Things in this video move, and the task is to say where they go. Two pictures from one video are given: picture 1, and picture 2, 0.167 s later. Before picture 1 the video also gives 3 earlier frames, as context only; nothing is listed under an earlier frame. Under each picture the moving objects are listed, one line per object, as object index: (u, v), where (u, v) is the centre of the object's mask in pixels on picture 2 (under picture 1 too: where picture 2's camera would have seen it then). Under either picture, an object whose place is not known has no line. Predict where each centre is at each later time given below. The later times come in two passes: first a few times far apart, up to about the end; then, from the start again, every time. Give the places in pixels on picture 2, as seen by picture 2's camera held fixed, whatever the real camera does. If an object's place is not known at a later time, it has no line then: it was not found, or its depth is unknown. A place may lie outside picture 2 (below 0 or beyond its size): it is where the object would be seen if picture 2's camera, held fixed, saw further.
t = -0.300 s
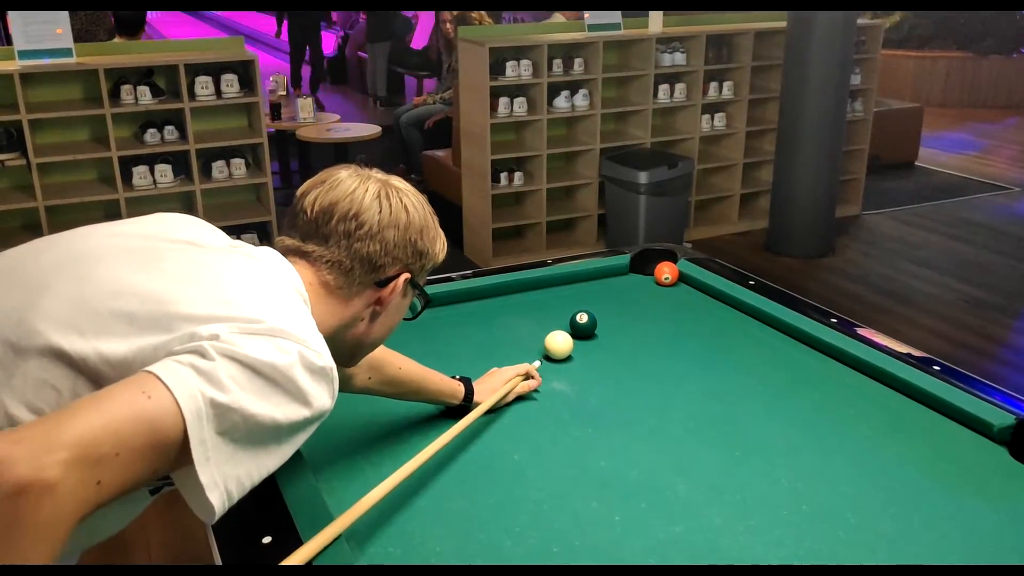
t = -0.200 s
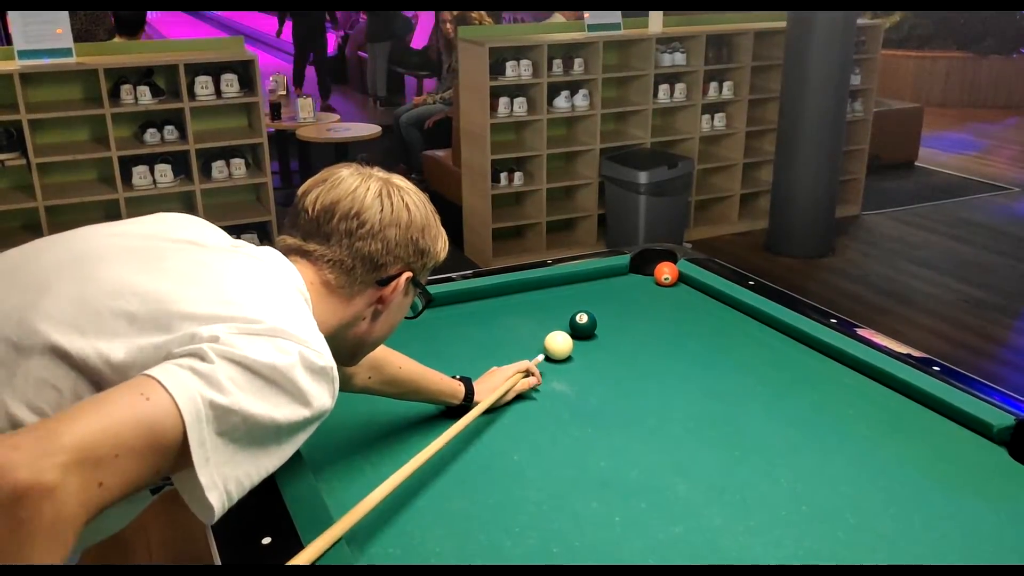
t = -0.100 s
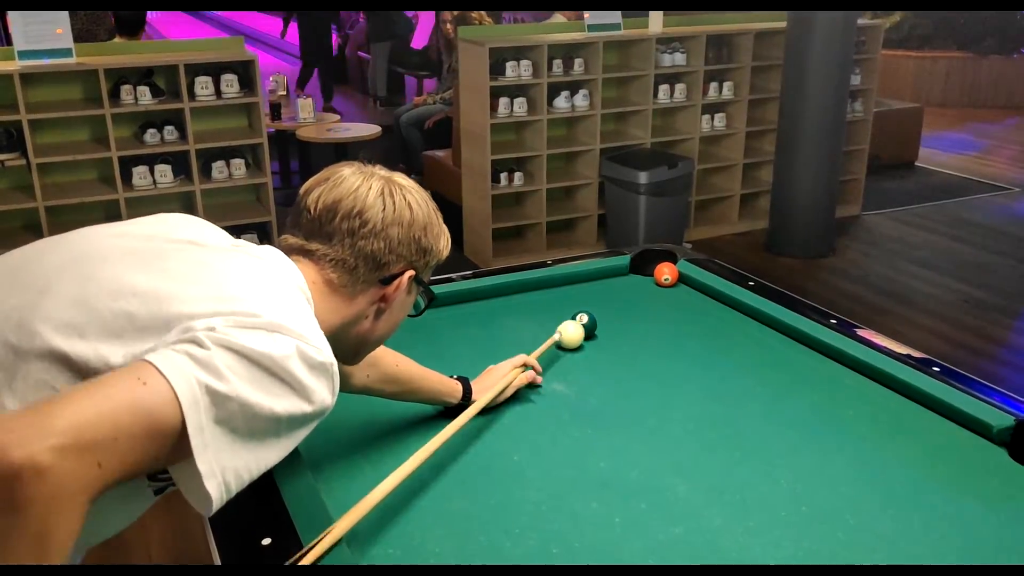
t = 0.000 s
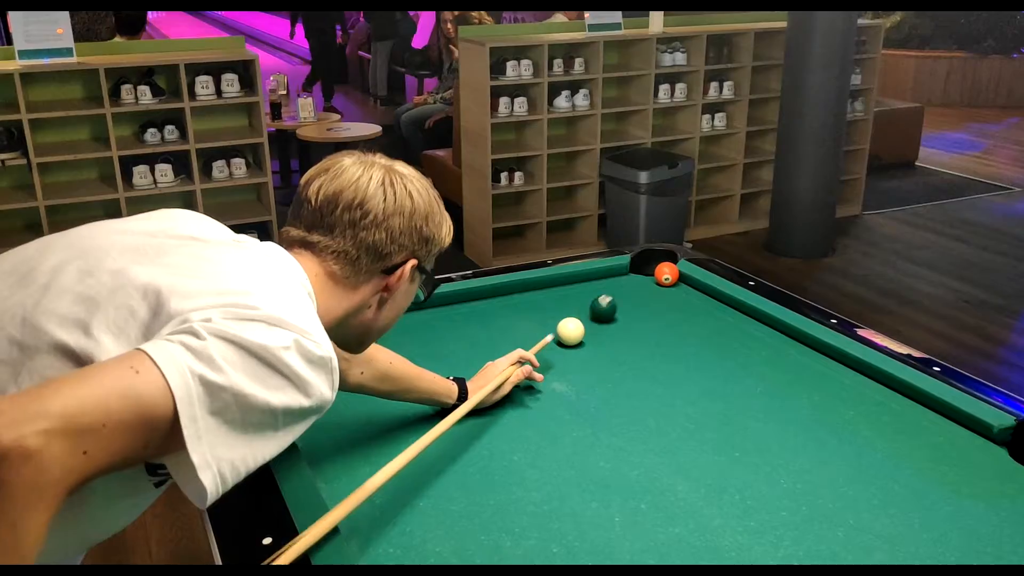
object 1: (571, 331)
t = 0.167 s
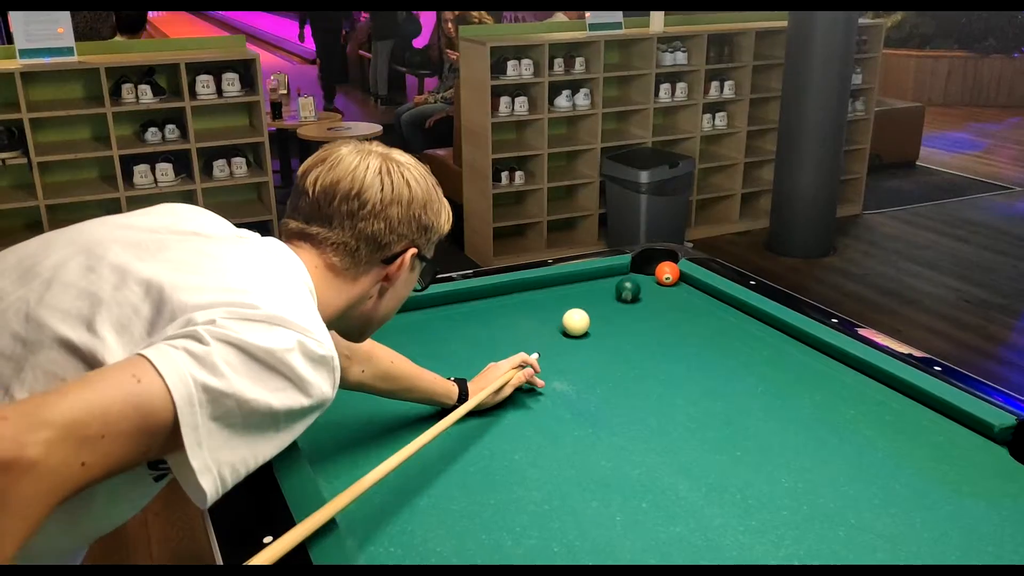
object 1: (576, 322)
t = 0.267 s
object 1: (578, 318)
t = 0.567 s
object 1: (587, 305)
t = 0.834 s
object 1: (594, 295)
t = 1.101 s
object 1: (601, 286)
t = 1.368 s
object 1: (608, 279)
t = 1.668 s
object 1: (616, 272)
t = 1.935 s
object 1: (628, 272)
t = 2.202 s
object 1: (637, 273)
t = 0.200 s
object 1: (577, 321)
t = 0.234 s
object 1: (577, 319)
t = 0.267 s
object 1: (578, 318)
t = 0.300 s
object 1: (579, 316)
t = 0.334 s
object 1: (580, 315)
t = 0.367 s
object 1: (581, 313)
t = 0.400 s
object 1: (582, 312)
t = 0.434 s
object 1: (583, 310)
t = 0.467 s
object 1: (584, 309)
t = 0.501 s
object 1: (585, 308)
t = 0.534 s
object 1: (586, 306)
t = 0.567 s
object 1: (587, 305)
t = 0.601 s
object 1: (588, 304)
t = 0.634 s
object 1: (589, 302)
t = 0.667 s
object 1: (590, 301)
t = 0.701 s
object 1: (590, 300)
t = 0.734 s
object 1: (591, 298)
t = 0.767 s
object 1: (592, 297)
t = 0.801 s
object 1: (593, 296)
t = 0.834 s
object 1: (594, 295)
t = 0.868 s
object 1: (595, 294)
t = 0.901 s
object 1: (596, 293)
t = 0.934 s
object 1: (597, 292)
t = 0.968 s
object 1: (597, 290)
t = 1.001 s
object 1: (598, 289)
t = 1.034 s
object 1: (599, 288)
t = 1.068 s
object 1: (600, 287)
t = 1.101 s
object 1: (601, 286)
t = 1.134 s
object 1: (602, 285)
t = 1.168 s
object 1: (603, 284)
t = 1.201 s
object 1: (604, 283)
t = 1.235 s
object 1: (604, 282)
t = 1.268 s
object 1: (605, 281)
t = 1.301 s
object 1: (606, 281)
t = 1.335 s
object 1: (607, 280)
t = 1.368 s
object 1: (608, 279)
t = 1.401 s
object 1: (609, 278)
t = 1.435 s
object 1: (610, 277)
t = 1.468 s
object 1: (610, 276)
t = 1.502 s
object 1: (611, 275)
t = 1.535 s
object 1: (612, 275)
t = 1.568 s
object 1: (613, 274)
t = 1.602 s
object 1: (614, 273)
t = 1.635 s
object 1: (615, 272)
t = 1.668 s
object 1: (616, 272)
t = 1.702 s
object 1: (618, 273)
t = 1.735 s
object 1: (619, 273)
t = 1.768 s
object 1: (621, 273)
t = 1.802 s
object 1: (622, 273)
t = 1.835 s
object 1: (624, 272)
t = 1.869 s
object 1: (625, 272)
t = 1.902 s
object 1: (627, 272)
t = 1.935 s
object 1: (628, 272)
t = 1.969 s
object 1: (629, 272)
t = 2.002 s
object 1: (630, 272)
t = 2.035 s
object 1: (632, 272)
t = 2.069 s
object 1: (633, 273)
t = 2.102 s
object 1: (635, 273)
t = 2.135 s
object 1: (636, 273)
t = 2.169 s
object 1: (637, 273)
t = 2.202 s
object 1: (637, 273)
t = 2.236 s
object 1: (638, 273)
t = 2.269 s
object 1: (638, 273)
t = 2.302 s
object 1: (638, 273)
